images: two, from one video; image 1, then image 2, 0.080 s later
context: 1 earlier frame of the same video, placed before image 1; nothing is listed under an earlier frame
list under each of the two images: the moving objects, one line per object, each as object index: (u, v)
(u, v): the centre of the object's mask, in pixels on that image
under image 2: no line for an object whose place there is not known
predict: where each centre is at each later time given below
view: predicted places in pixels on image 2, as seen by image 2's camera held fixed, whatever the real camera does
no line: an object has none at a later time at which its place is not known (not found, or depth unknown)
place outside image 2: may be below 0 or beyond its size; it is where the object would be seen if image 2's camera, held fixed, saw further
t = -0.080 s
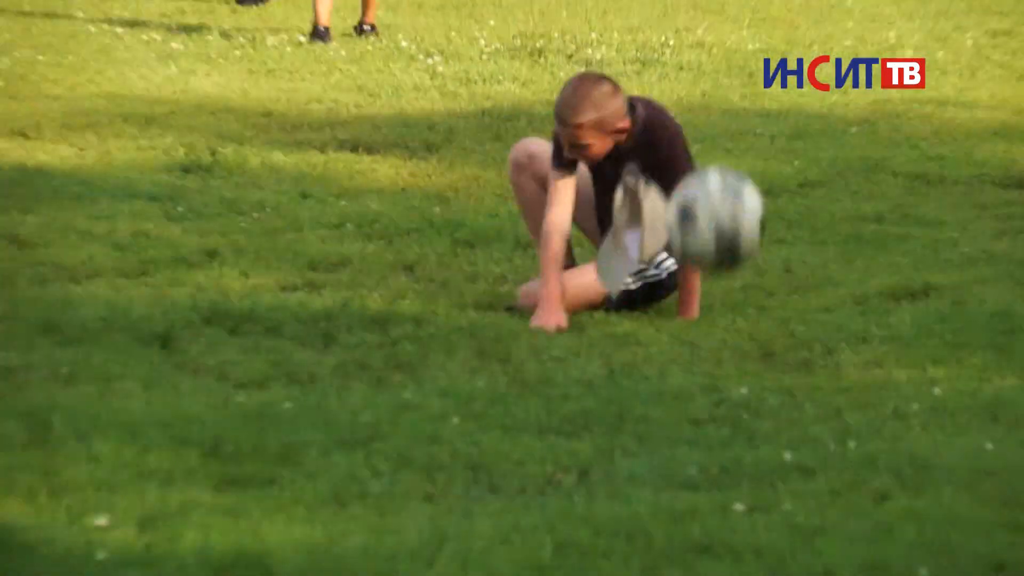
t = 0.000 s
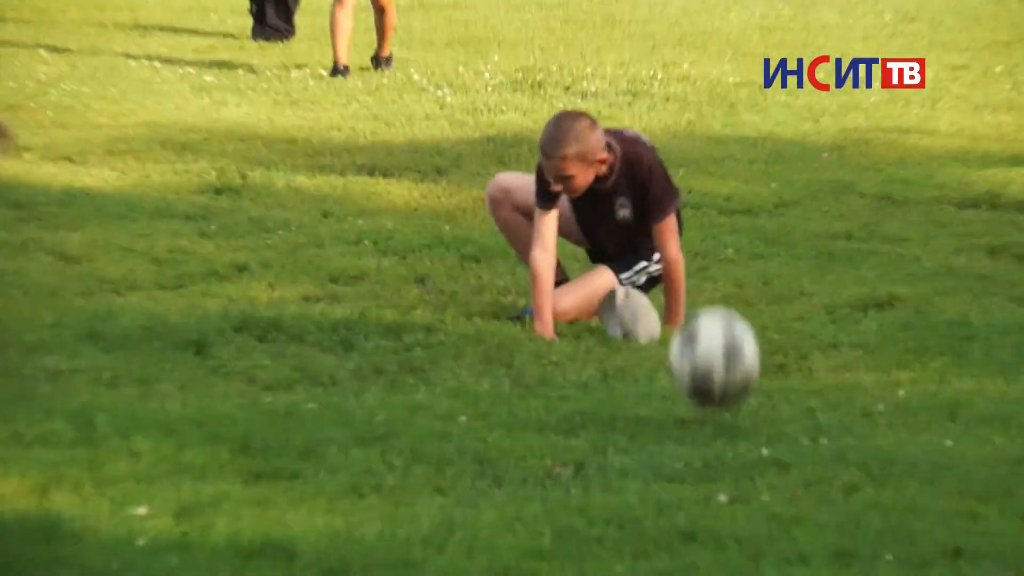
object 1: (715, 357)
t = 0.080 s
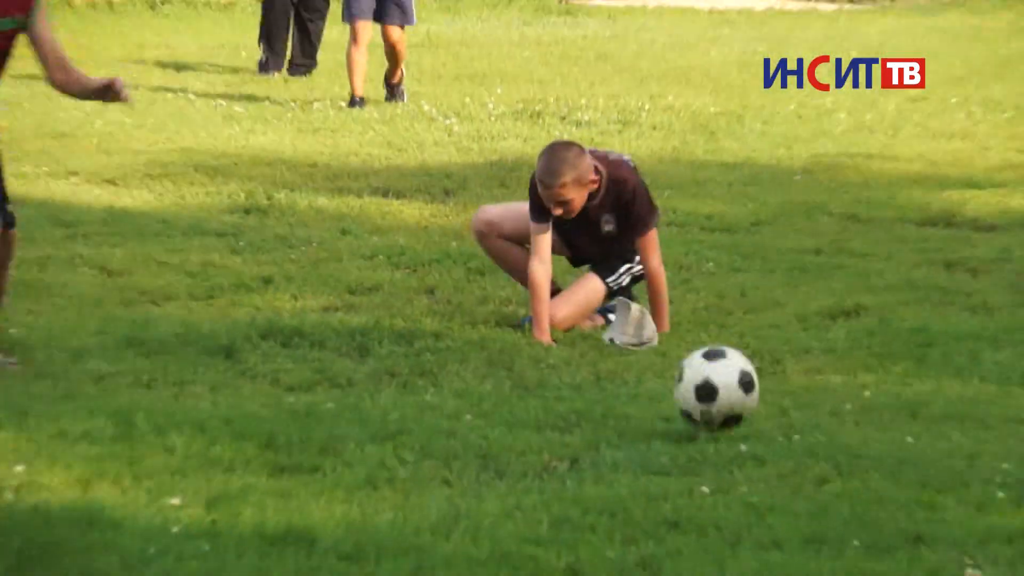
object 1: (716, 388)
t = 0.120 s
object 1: (728, 361)
